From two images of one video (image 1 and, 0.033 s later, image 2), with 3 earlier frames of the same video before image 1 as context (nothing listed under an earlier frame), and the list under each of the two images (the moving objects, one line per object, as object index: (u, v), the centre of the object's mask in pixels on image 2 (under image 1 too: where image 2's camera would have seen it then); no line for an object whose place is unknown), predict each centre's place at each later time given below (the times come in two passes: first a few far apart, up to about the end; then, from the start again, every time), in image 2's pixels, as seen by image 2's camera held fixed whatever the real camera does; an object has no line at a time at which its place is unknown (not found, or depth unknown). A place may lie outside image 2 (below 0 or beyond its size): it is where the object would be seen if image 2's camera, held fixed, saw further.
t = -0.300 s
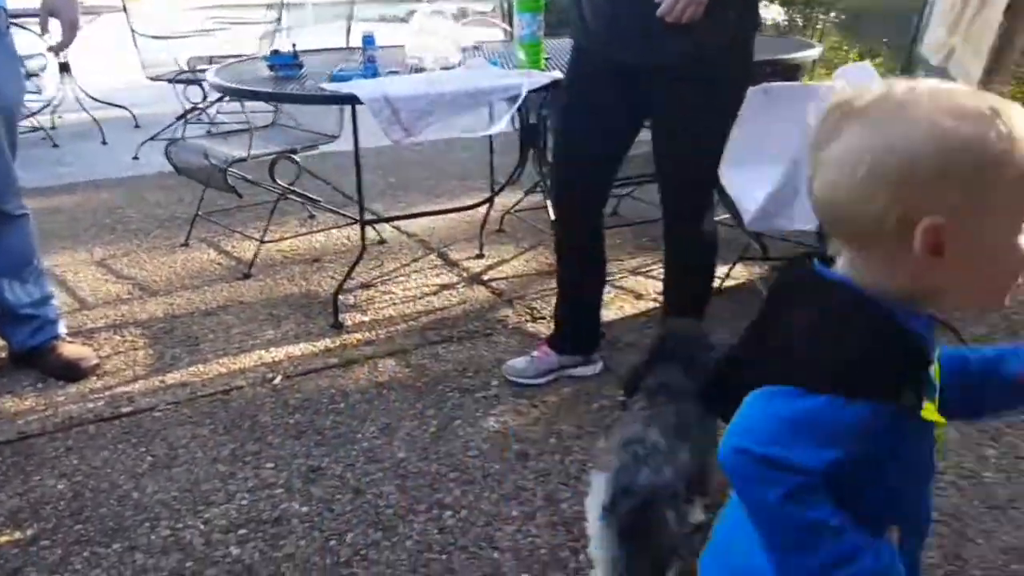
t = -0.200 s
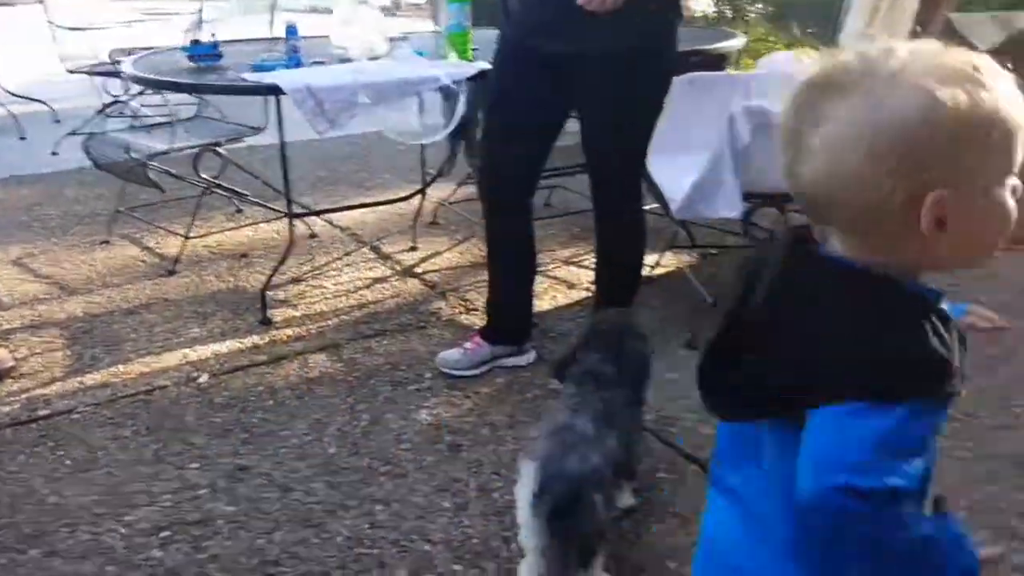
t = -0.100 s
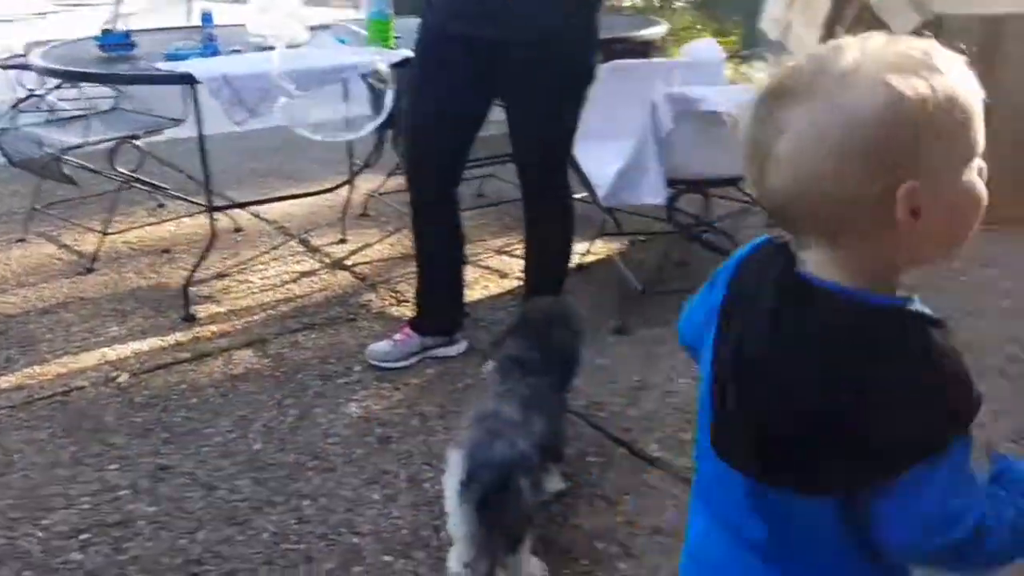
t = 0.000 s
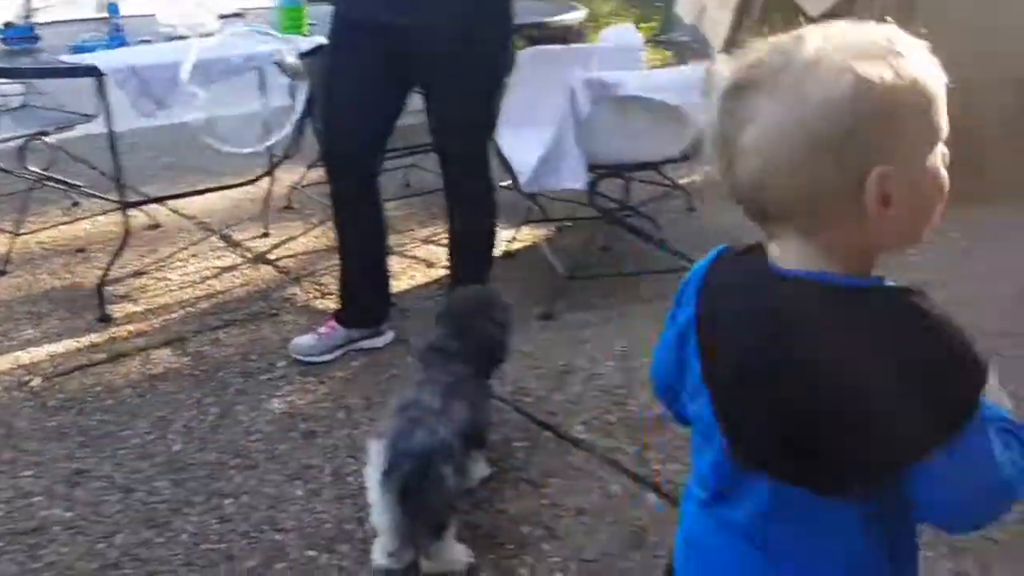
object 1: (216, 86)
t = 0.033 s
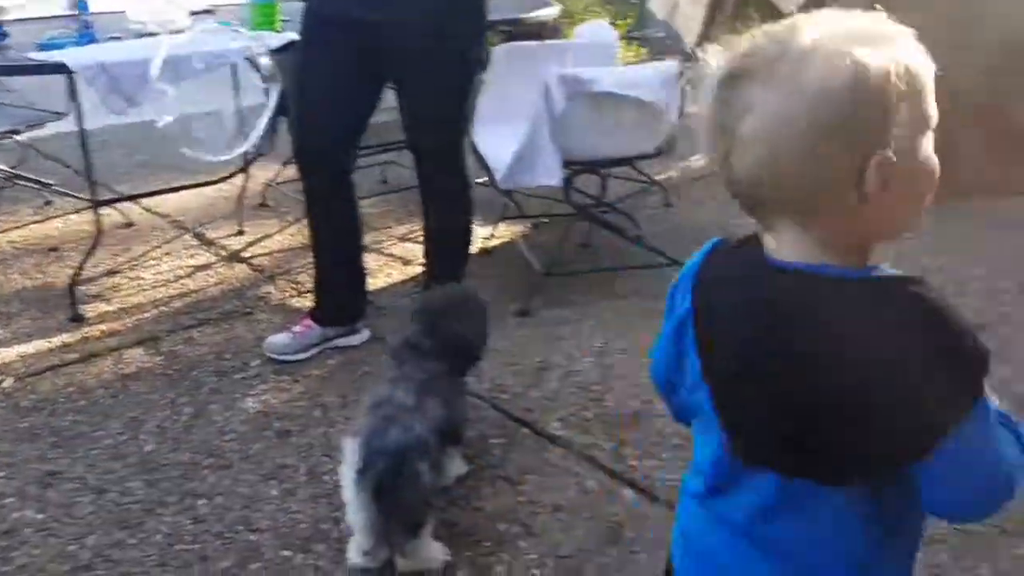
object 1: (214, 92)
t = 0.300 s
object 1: (215, 158)
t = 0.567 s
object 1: (242, 243)
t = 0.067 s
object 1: (213, 101)
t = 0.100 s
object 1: (212, 110)
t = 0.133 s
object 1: (211, 116)
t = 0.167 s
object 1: (213, 121)
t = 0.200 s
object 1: (213, 130)
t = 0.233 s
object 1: (211, 140)
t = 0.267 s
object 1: (213, 149)
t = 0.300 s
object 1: (215, 158)
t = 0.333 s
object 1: (221, 166)
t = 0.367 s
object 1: (223, 177)
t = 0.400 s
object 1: (228, 186)
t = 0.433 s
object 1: (228, 196)
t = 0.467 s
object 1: (232, 206)
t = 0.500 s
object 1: (234, 219)
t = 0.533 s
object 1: (238, 231)
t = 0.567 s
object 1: (242, 243)
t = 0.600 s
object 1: (245, 255)
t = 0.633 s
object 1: (246, 267)
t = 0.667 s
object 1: (248, 278)
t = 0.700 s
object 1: (250, 293)
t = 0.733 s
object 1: (253, 301)
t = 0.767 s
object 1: (255, 314)
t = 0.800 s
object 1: (256, 327)
